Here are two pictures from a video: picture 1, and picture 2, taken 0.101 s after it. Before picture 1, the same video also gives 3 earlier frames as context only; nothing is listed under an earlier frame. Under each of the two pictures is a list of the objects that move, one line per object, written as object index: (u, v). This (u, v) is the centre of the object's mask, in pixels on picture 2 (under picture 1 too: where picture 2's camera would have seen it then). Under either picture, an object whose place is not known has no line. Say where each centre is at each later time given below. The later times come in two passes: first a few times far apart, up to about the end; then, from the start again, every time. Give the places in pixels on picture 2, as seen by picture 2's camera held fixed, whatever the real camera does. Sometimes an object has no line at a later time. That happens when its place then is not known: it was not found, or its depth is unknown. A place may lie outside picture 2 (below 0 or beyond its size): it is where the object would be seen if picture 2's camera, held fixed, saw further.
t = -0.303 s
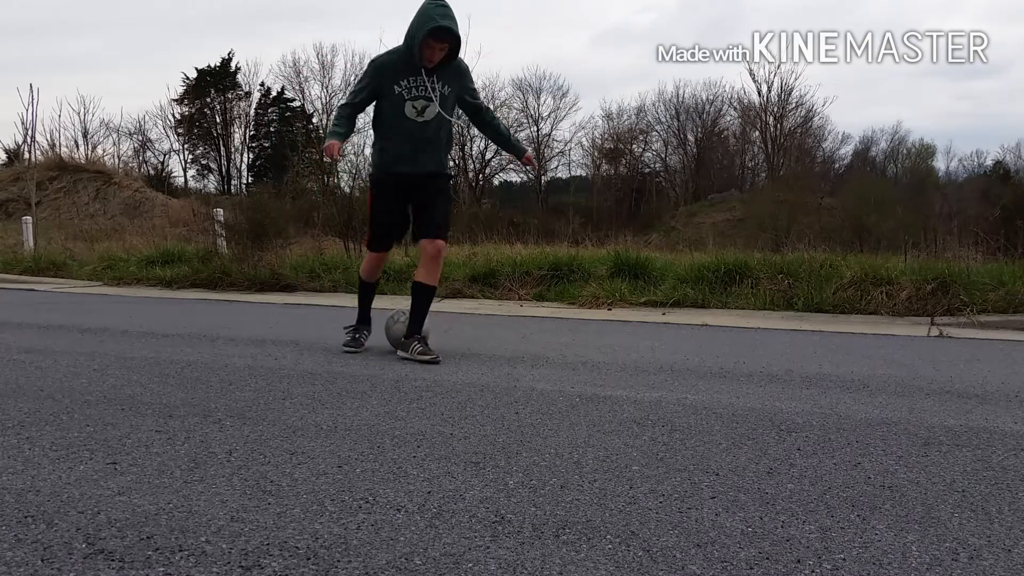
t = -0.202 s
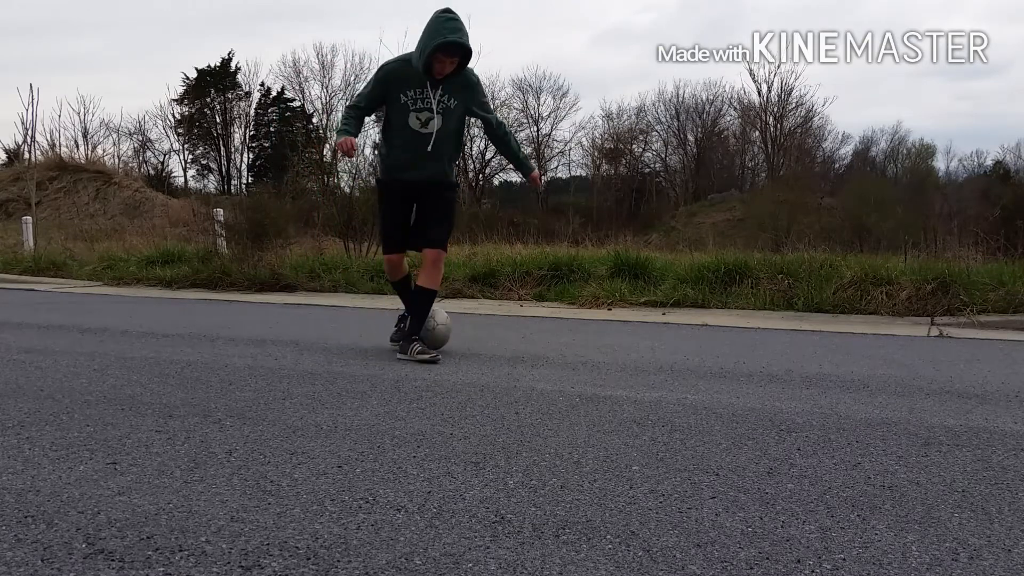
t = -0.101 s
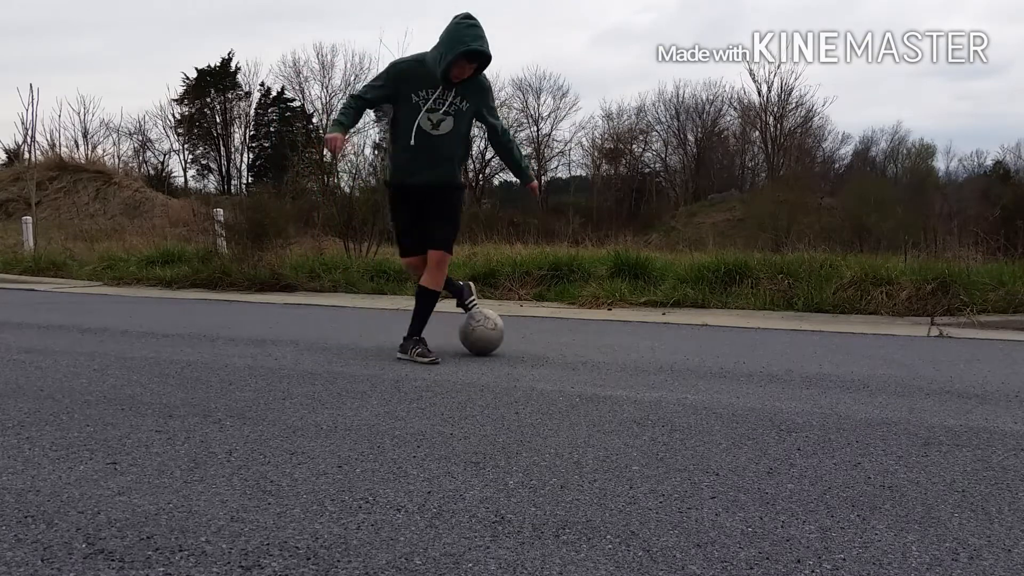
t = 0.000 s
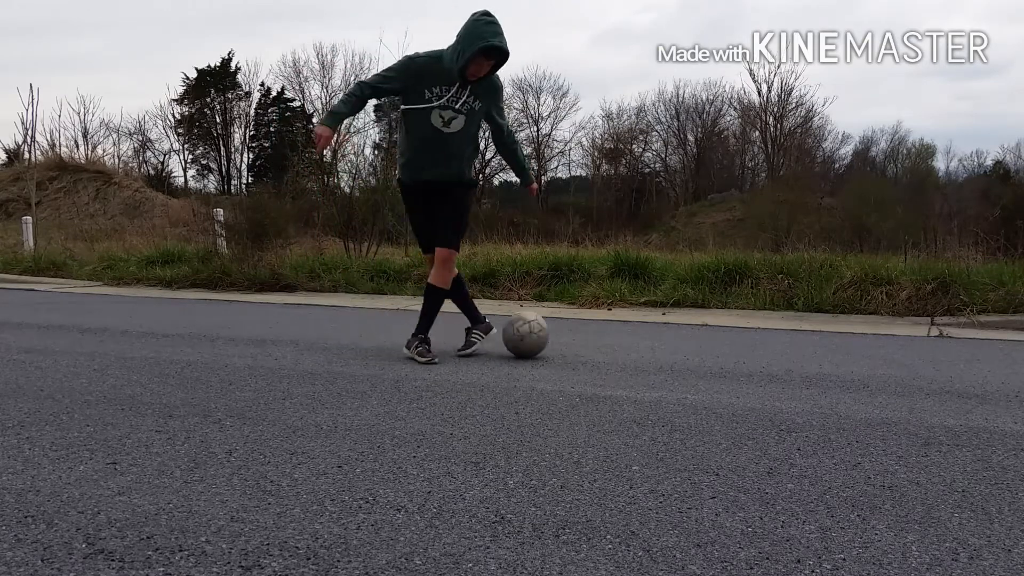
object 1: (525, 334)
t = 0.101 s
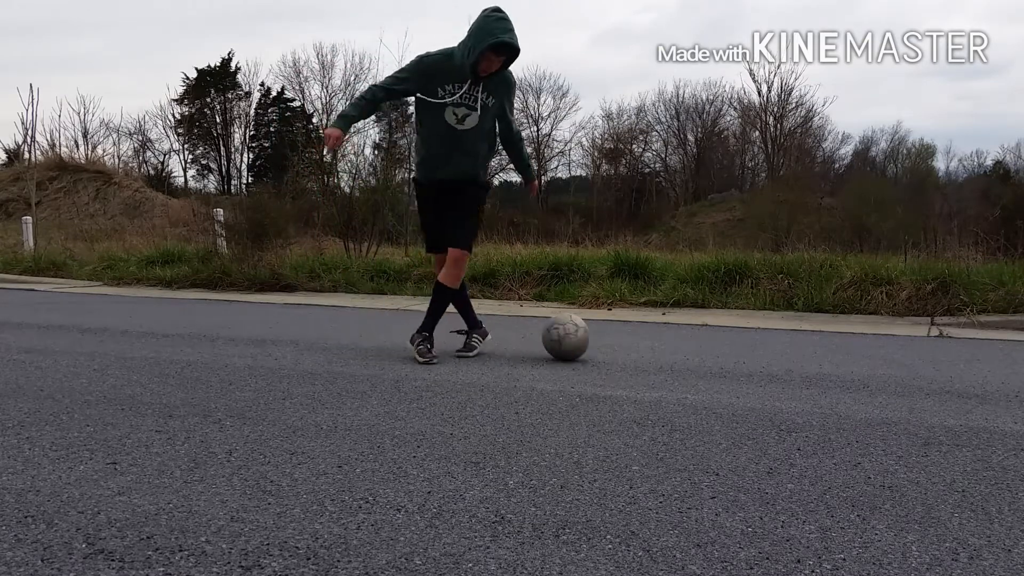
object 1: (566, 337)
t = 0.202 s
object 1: (607, 338)
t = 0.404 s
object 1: (692, 342)
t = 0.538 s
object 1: (751, 345)
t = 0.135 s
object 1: (579, 337)
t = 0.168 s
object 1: (593, 338)
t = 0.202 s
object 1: (607, 338)
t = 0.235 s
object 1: (622, 340)
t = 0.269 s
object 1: (636, 340)
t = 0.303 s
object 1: (650, 340)
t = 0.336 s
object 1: (664, 342)
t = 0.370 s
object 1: (677, 341)
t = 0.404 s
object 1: (692, 342)
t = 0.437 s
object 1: (706, 343)
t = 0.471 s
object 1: (721, 343)
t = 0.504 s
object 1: (736, 345)
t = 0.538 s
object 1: (751, 345)
